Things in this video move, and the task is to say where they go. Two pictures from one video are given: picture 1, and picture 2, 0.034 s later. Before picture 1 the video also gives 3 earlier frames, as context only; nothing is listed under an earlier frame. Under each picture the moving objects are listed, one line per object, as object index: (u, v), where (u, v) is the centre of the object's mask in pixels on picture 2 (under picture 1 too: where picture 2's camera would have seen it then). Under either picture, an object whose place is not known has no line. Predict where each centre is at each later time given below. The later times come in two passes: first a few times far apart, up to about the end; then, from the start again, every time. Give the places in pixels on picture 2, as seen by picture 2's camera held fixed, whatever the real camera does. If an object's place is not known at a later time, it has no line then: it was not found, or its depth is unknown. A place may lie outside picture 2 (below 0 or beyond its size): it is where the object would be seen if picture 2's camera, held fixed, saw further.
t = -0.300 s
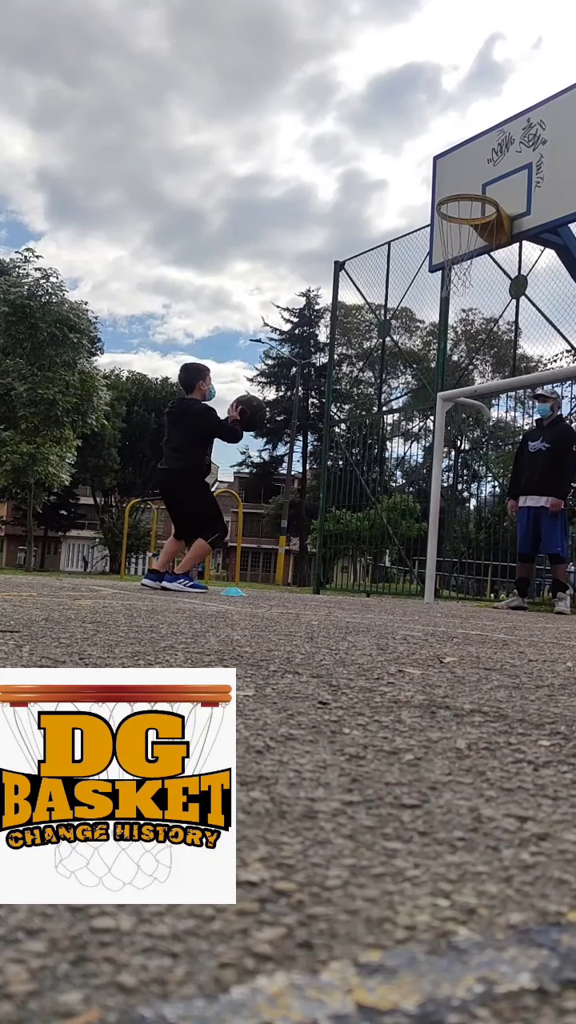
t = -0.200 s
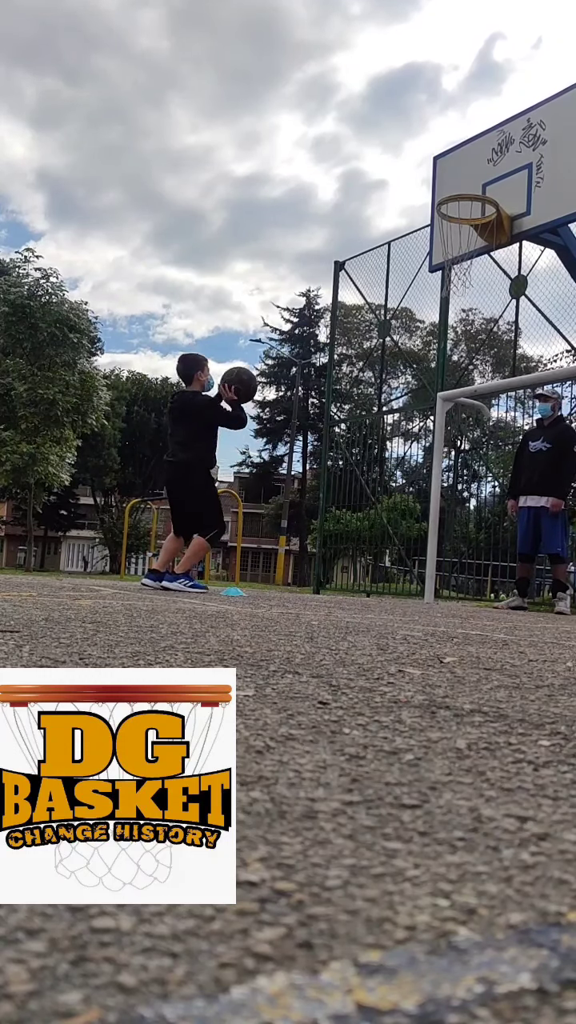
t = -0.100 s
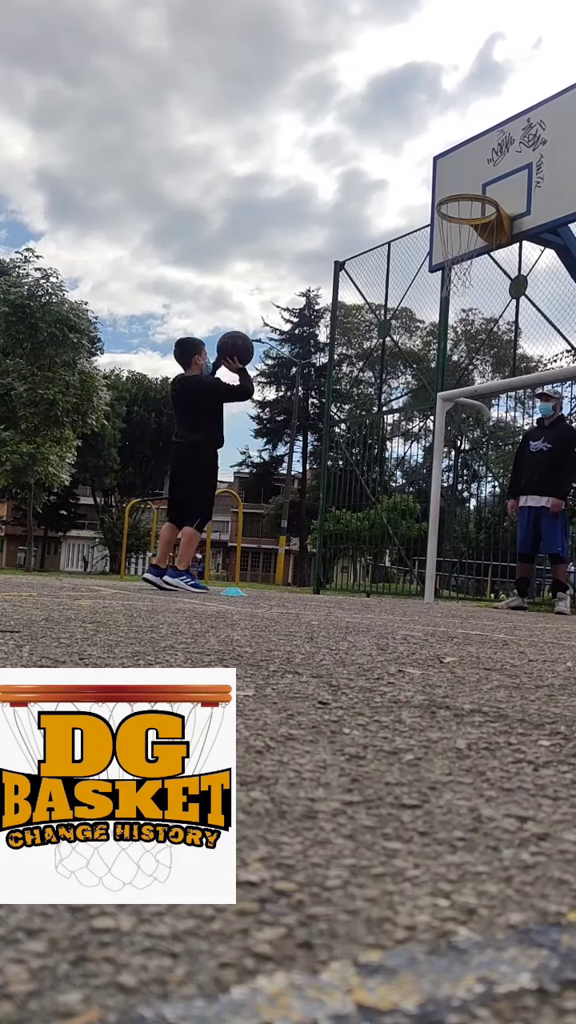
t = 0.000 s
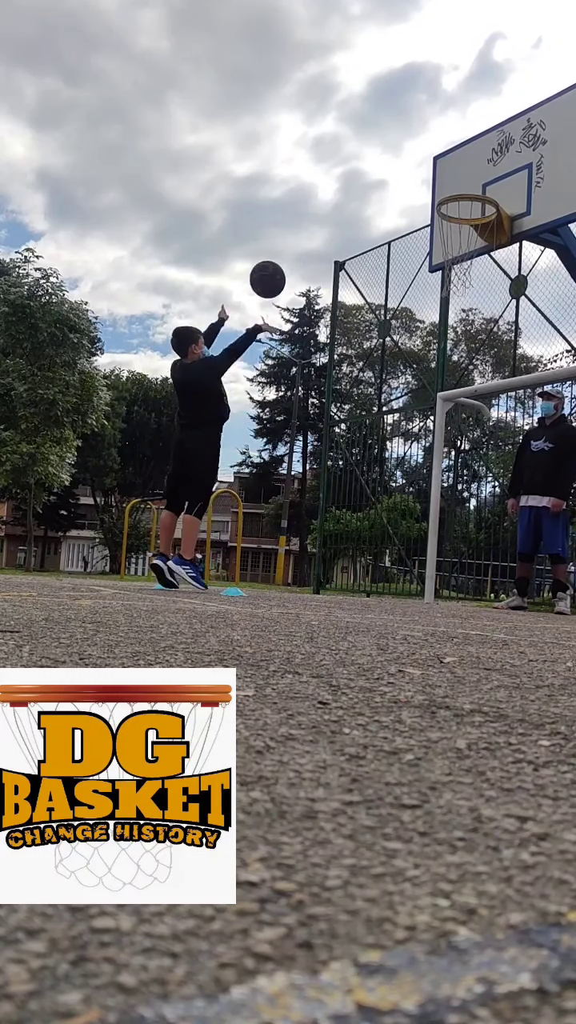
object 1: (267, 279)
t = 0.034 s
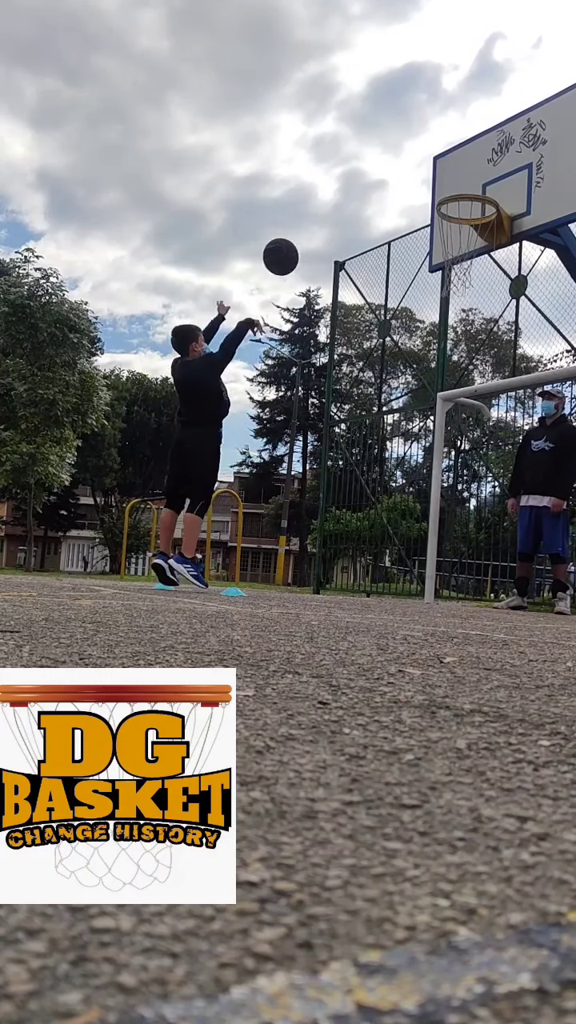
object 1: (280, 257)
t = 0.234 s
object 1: (351, 163)
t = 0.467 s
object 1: (420, 131)
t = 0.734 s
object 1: (484, 173)
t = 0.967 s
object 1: (439, 245)
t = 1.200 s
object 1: (429, 261)
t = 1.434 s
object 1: (415, 345)
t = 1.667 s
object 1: (398, 504)
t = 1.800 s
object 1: (394, 560)
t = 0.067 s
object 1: (293, 236)
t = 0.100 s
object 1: (305, 218)
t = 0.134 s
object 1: (318, 201)
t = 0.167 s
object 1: (329, 187)
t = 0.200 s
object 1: (341, 174)
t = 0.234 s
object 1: (351, 163)
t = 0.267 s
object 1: (362, 154)
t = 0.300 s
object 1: (372, 146)
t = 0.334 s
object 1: (383, 140)
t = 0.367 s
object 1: (392, 136)
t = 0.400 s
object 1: (401, 133)
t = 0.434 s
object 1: (411, 131)
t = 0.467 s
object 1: (420, 131)
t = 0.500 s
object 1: (428, 132)
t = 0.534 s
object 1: (437, 134)
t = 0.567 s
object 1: (446, 137)
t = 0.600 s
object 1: (454, 142)
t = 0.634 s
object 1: (462, 149)
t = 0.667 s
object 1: (469, 156)
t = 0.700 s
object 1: (477, 164)
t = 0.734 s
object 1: (484, 173)
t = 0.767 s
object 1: (482, 184)
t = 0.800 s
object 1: (474, 193)
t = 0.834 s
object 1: (467, 205)
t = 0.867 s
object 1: (460, 214)
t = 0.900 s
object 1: (452, 223)
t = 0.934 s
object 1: (445, 236)
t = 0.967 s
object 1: (439, 245)
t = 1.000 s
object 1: (437, 245)
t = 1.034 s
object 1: (436, 245)
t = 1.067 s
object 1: (434, 245)
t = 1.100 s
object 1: (433, 247)
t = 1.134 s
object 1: (432, 250)
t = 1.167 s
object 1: (430, 255)
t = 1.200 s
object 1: (429, 261)
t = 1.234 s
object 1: (427, 269)
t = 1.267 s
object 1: (425, 278)
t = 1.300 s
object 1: (424, 288)
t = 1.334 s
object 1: (422, 300)
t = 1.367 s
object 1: (420, 314)
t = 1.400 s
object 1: (418, 329)
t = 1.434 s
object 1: (415, 345)
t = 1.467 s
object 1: (414, 364)
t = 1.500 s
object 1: (411, 383)
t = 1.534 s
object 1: (408, 404)
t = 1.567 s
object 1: (406, 426)
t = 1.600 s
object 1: (403, 451)
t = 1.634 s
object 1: (400, 477)
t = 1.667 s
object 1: (398, 504)
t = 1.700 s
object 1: (395, 534)
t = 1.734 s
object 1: (392, 565)
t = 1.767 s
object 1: (390, 586)
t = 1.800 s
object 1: (394, 560)
